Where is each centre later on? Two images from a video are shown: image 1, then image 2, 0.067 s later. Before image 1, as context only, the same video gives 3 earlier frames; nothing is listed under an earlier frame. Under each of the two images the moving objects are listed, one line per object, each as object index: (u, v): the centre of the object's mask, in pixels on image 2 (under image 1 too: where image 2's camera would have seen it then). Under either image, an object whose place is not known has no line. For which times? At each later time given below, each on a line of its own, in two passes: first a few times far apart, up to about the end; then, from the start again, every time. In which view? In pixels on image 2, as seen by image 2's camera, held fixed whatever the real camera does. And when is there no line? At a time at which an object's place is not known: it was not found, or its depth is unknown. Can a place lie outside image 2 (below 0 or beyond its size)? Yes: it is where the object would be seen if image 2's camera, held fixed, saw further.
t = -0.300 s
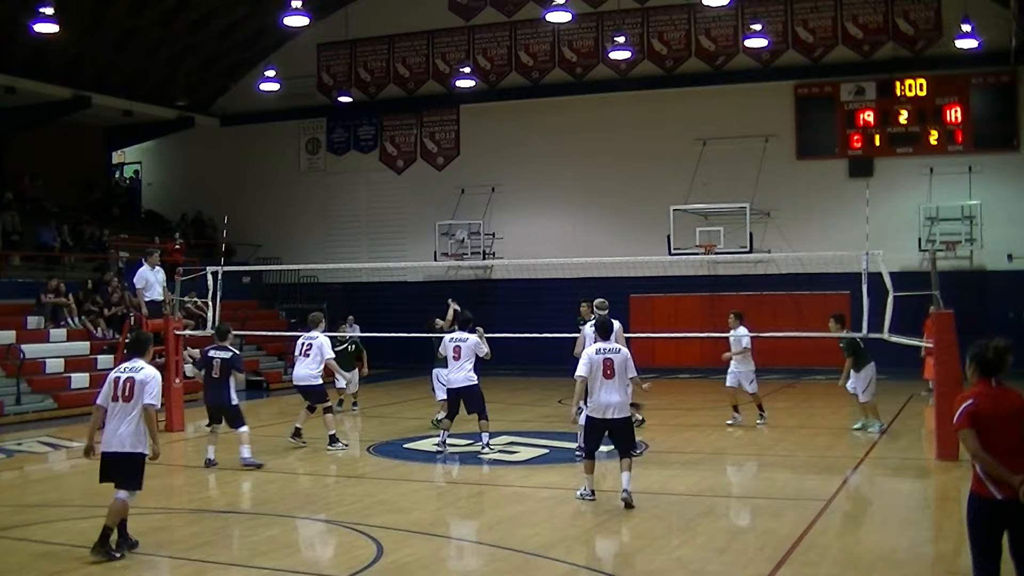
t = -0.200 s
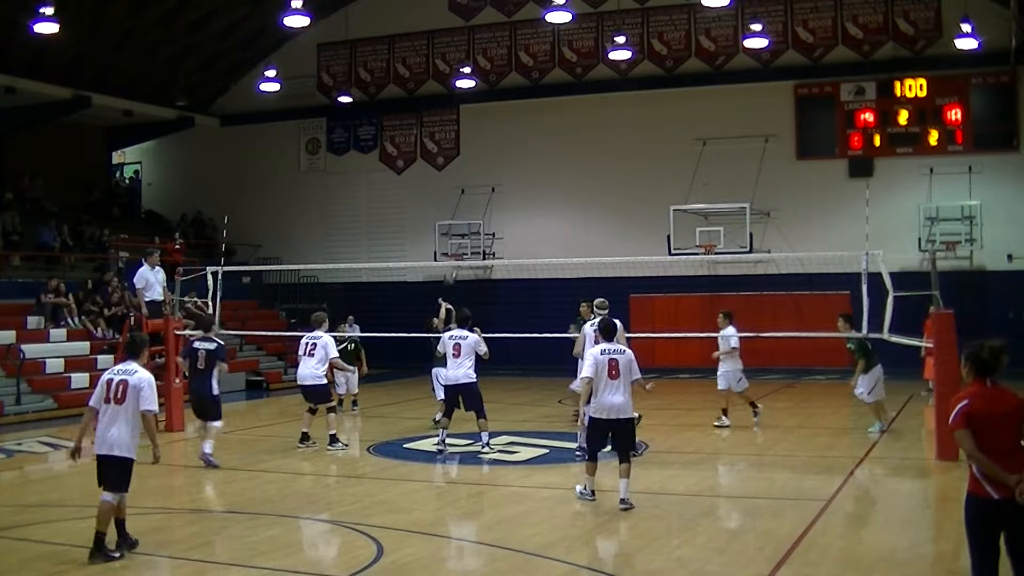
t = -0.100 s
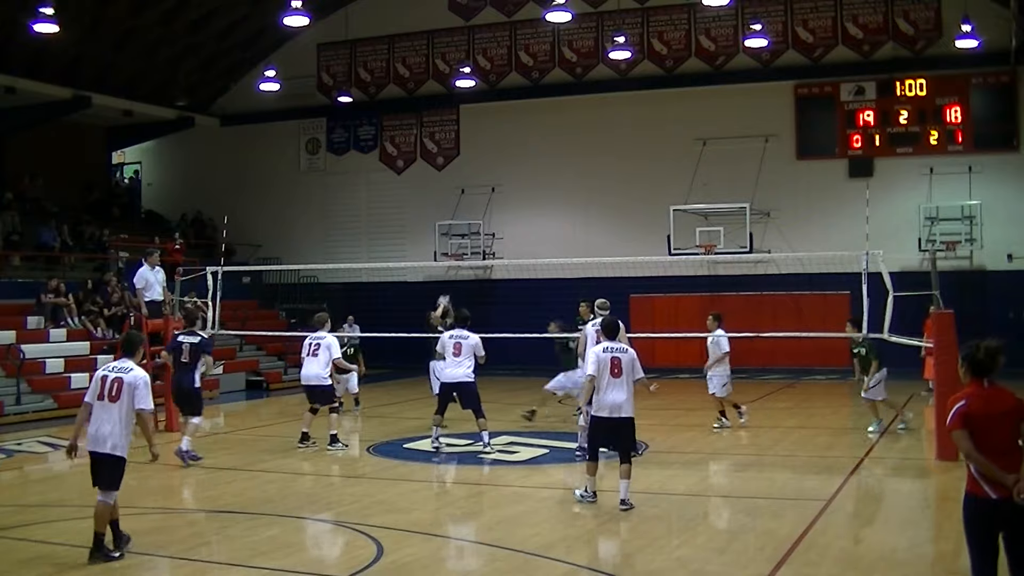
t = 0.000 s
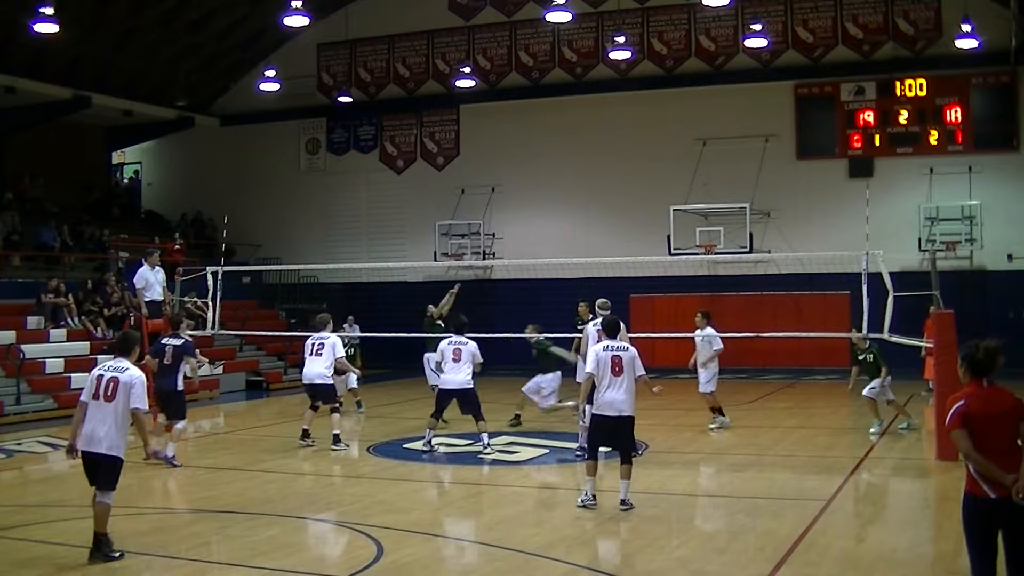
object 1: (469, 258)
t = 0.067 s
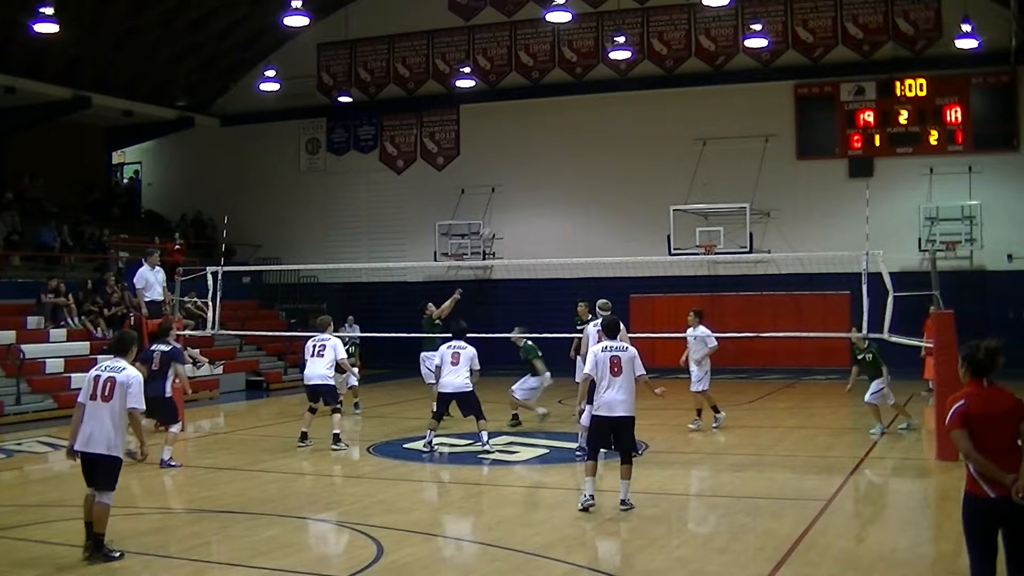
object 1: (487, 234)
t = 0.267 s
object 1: (542, 175)
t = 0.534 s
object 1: (616, 137)
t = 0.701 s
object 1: (663, 139)
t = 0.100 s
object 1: (496, 223)
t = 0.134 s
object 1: (504, 213)
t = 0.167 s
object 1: (513, 202)
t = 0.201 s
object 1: (523, 193)
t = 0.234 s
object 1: (533, 183)
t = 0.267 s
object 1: (542, 175)
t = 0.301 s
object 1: (551, 167)
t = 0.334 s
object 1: (560, 161)
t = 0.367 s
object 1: (569, 155)
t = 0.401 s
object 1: (579, 149)
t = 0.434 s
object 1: (588, 145)
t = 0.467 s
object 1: (597, 142)
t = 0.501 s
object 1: (606, 139)
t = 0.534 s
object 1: (616, 137)
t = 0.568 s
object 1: (625, 136)
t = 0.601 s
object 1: (634, 136)
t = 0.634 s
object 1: (644, 136)
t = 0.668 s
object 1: (654, 137)
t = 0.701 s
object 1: (663, 139)
